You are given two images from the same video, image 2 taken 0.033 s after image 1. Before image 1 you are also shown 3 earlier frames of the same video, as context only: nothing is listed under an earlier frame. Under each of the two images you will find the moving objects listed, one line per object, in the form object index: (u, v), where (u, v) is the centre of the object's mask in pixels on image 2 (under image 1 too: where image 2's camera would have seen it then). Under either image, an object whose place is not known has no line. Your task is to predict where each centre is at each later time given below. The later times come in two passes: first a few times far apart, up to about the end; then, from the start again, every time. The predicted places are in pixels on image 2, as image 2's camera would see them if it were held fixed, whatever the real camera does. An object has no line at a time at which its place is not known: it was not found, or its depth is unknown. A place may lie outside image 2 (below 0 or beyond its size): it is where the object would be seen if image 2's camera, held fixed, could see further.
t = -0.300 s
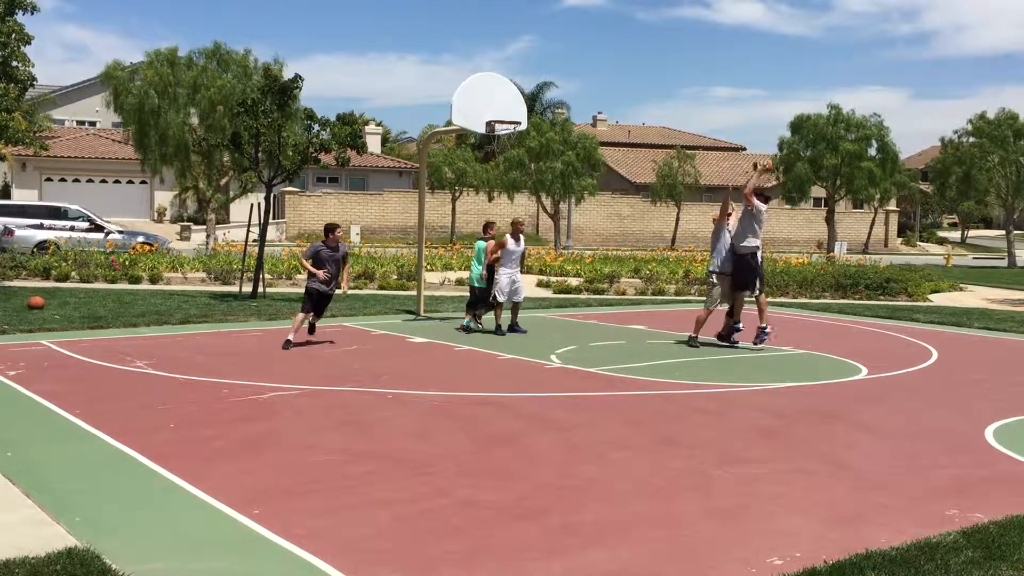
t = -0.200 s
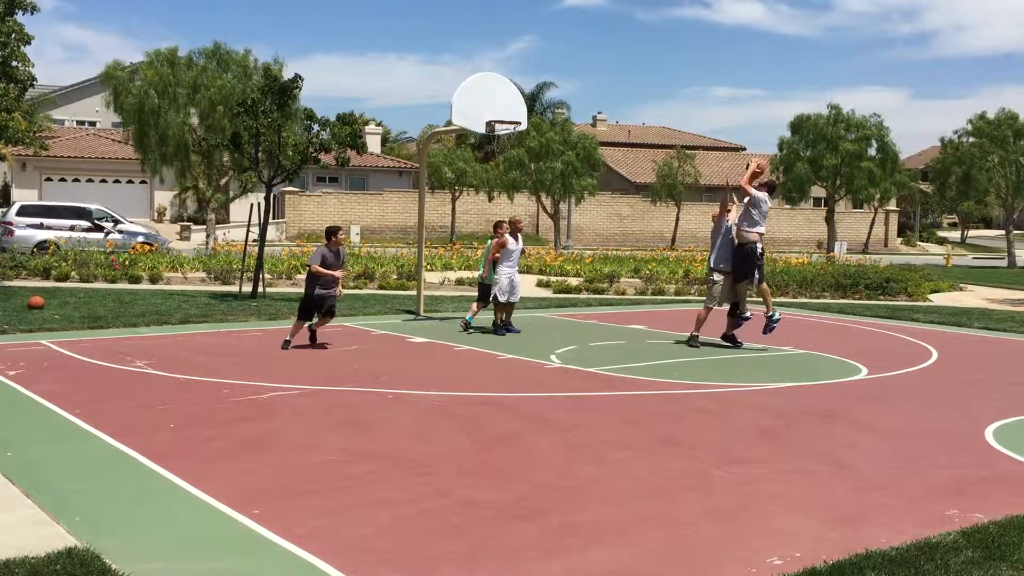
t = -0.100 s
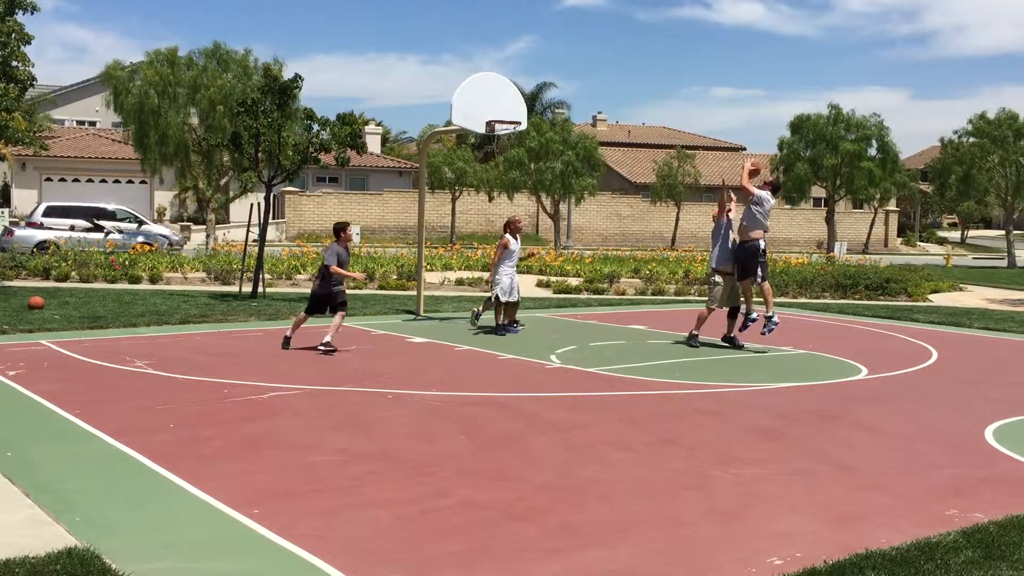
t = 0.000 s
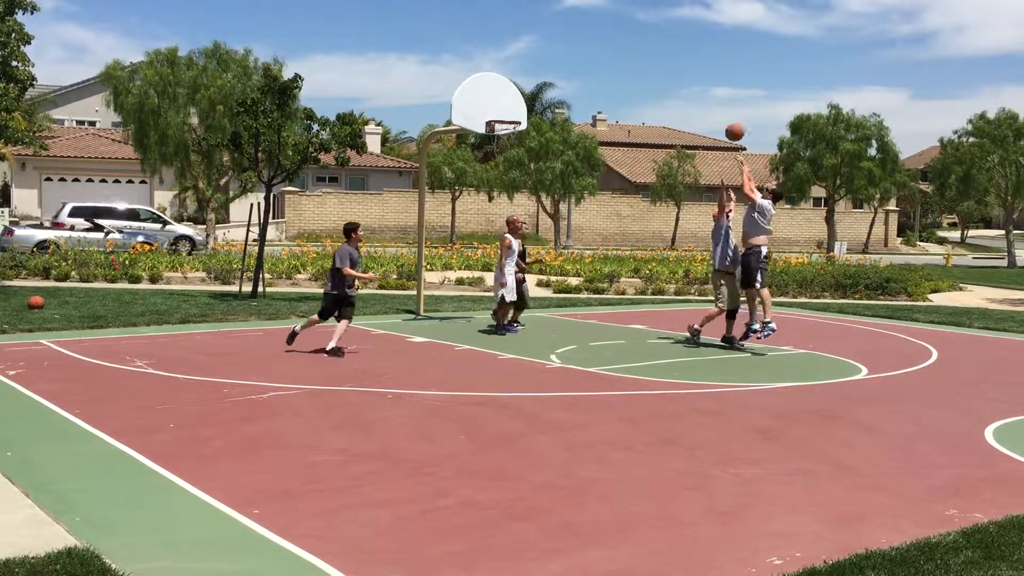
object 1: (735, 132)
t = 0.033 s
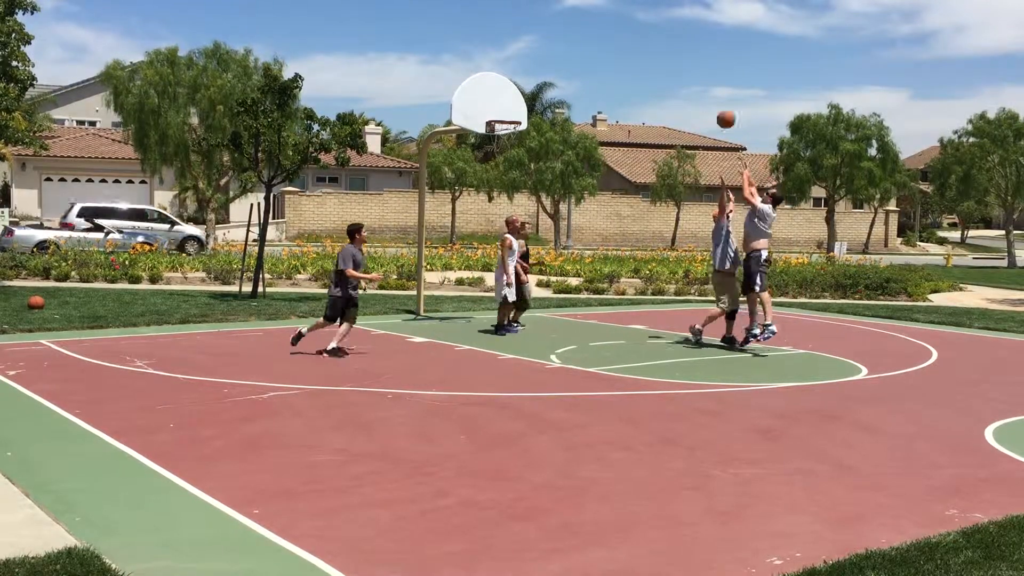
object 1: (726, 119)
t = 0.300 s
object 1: (657, 49)
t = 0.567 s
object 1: (593, 34)
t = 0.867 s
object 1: (526, 74)
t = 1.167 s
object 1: (512, 108)
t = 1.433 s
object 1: (511, 103)
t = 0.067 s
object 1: (717, 107)
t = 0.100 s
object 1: (708, 96)
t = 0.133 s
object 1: (700, 86)
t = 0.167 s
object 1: (691, 77)
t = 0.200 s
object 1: (683, 69)
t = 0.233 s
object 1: (674, 61)
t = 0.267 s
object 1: (665, 55)
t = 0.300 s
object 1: (657, 49)
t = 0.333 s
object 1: (649, 44)
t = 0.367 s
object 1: (641, 40)
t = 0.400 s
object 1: (633, 39)
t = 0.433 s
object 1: (624, 35)
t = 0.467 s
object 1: (617, 33)
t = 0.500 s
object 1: (609, 33)
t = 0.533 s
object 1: (601, 33)
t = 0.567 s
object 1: (593, 34)
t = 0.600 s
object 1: (585, 35)
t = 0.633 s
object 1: (578, 39)
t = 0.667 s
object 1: (570, 41)
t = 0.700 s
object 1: (563, 45)
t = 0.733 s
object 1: (555, 49)
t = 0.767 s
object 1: (548, 55)
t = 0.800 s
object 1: (541, 60)
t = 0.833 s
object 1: (533, 67)
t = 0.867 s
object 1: (526, 74)
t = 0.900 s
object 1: (519, 82)
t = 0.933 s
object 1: (512, 91)
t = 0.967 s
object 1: (506, 100)
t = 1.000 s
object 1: (509, 106)
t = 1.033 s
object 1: (512, 113)
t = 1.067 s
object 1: (514, 115)
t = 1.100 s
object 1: (513, 114)
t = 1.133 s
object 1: (513, 112)
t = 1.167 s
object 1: (512, 108)
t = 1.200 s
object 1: (512, 104)
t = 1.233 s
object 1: (512, 102)
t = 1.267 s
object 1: (512, 100)
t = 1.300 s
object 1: (512, 100)
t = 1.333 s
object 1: (511, 99)
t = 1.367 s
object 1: (511, 100)
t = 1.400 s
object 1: (511, 101)
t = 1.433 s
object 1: (511, 103)
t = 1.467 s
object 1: (510, 107)
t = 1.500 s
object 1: (510, 111)
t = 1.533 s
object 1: (510, 115)
